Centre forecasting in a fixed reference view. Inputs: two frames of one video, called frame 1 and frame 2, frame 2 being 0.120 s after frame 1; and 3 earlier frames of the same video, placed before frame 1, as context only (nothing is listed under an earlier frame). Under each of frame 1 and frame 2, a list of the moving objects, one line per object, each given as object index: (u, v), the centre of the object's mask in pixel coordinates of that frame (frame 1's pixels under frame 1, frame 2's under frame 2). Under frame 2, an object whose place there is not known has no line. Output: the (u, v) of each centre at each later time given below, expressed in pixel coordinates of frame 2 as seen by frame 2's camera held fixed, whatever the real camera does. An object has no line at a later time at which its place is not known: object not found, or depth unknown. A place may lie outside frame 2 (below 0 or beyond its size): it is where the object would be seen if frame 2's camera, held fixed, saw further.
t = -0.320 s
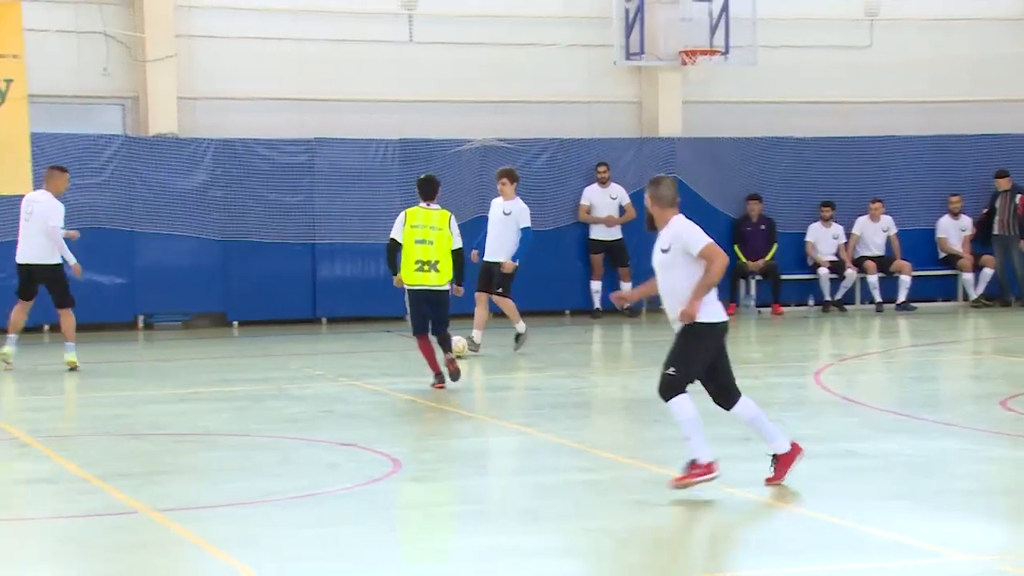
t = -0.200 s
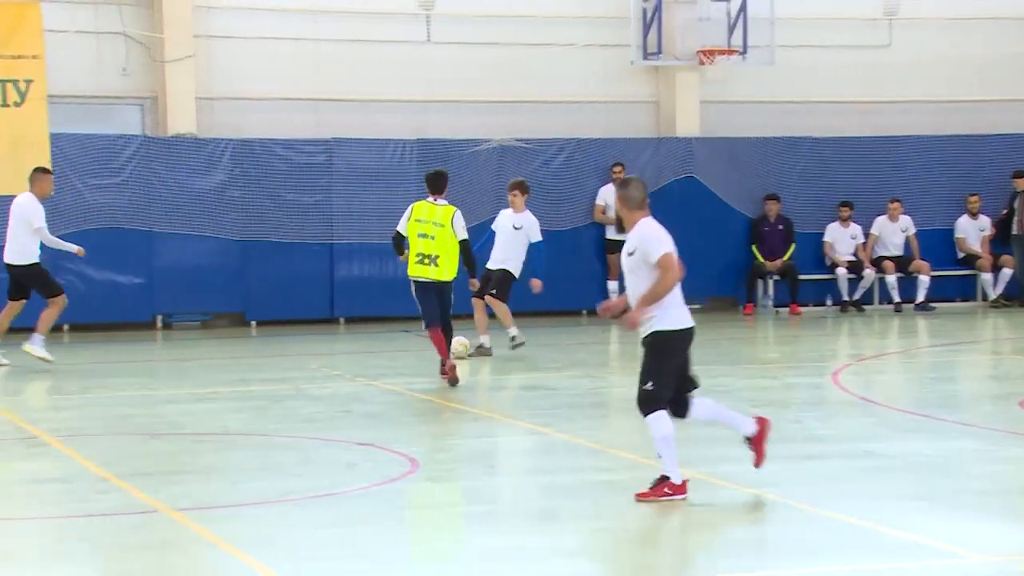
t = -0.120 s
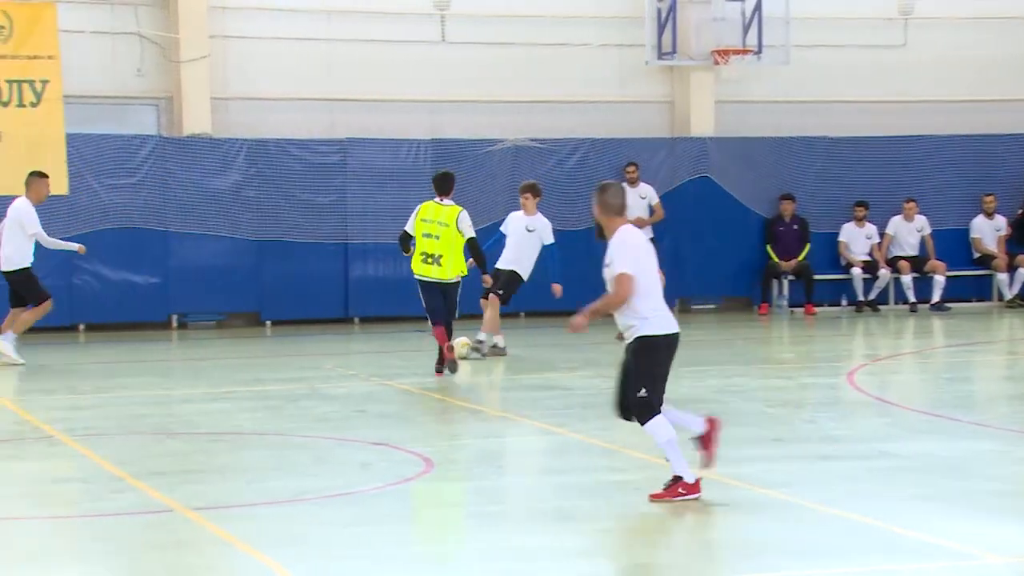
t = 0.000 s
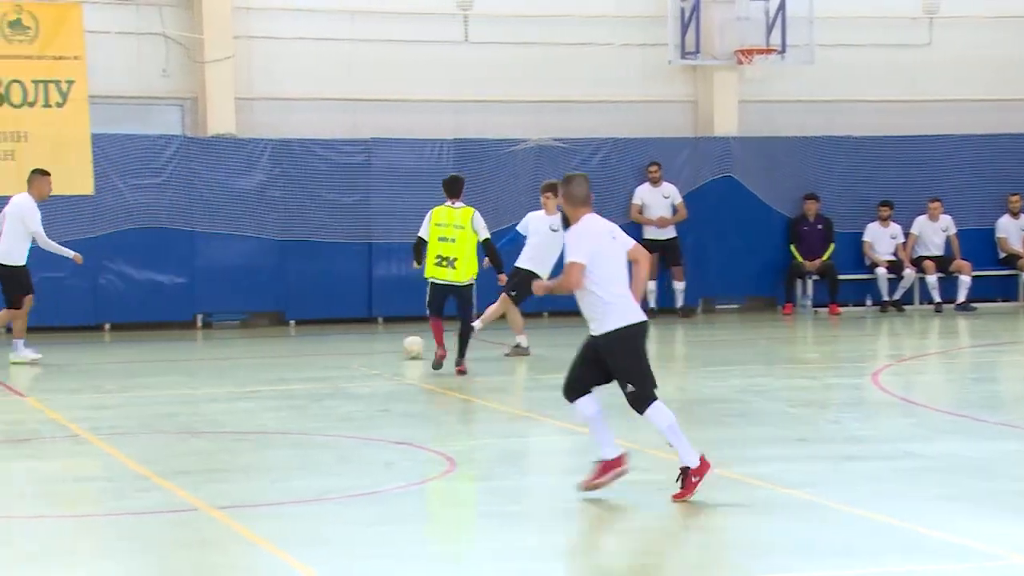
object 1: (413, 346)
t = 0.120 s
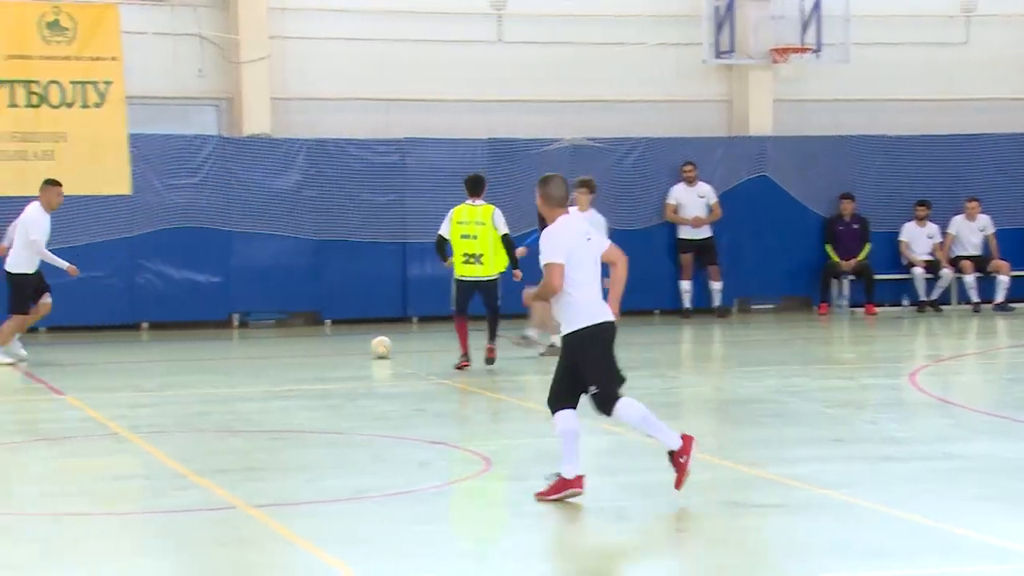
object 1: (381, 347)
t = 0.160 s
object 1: (361, 346)
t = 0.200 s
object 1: (343, 347)
